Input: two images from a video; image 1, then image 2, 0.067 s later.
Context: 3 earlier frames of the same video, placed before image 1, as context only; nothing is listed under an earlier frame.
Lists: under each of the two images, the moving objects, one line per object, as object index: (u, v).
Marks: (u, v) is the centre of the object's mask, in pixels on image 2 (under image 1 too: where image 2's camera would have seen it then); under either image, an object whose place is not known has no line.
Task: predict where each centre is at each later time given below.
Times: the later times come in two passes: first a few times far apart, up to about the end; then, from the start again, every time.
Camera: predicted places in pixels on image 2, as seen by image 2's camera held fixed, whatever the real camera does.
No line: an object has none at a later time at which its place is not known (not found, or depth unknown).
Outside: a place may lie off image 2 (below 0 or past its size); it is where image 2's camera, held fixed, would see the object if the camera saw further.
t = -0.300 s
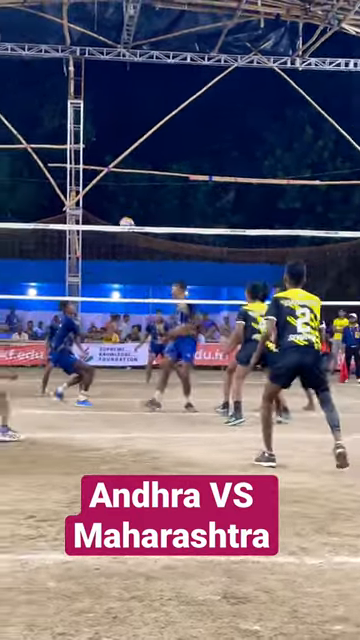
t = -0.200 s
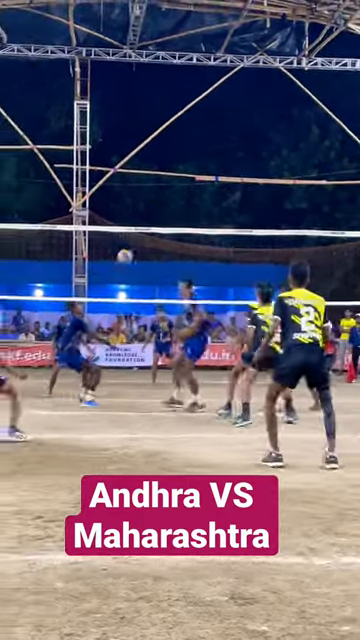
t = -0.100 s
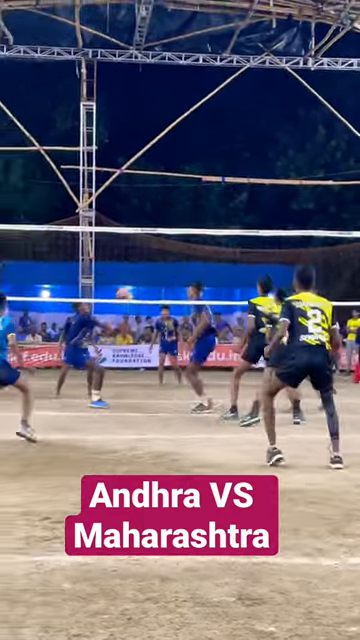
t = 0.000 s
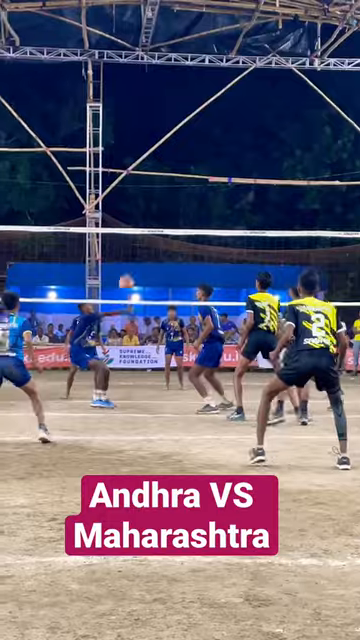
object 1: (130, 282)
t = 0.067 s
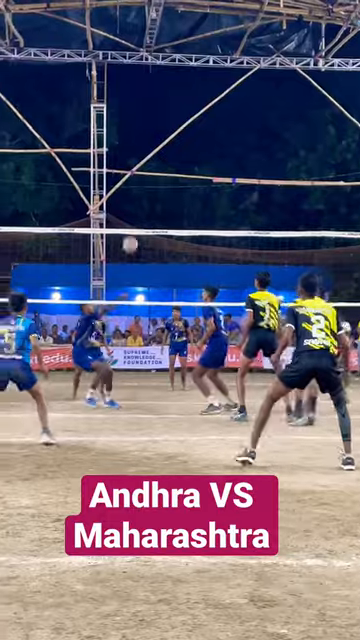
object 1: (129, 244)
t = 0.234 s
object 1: (128, 160)
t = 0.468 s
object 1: (127, 76)
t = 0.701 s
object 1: (125, 29)
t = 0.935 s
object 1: (122, 21)
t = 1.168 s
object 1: (119, 52)
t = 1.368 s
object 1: (116, 111)
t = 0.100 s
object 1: (129, 223)
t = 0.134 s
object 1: (129, 209)
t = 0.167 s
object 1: (129, 192)
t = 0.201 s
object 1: (129, 176)
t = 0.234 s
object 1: (128, 160)
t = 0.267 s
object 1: (128, 146)
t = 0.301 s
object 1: (128, 132)
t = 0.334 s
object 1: (128, 120)
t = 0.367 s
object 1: (128, 107)
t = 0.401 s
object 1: (127, 96)
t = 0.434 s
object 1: (127, 85)
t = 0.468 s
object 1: (127, 76)
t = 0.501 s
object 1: (127, 67)
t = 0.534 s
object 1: (127, 59)
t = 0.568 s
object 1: (126, 50)
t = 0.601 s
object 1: (126, 44)
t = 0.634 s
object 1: (126, 38)
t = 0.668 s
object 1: (125, 33)
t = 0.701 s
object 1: (125, 29)
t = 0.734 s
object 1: (125, 25)
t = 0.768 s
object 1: (124, 22)
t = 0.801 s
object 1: (124, 20)
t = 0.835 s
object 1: (123, 19)
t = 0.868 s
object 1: (123, 19)
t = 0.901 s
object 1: (122, 20)
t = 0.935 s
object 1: (122, 21)
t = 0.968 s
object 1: (122, 23)
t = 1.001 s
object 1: (121, 25)
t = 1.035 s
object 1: (121, 29)
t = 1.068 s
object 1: (121, 33)
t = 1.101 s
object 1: (120, 39)
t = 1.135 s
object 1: (120, 44)
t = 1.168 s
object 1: (119, 52)
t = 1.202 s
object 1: (119, 60)
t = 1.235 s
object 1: (118, 68)
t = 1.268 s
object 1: (117, 78)
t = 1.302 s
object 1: (117, 88)
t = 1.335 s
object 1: (116, 99)
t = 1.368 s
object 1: (116, 111)
